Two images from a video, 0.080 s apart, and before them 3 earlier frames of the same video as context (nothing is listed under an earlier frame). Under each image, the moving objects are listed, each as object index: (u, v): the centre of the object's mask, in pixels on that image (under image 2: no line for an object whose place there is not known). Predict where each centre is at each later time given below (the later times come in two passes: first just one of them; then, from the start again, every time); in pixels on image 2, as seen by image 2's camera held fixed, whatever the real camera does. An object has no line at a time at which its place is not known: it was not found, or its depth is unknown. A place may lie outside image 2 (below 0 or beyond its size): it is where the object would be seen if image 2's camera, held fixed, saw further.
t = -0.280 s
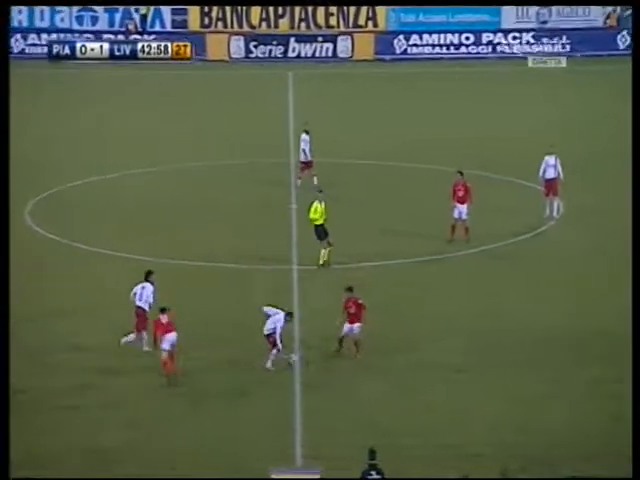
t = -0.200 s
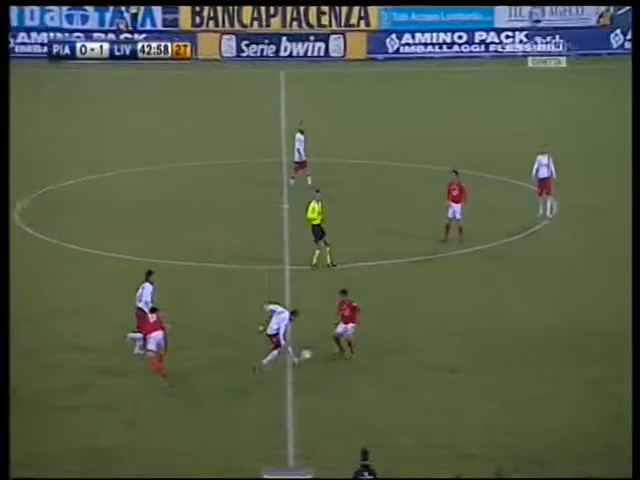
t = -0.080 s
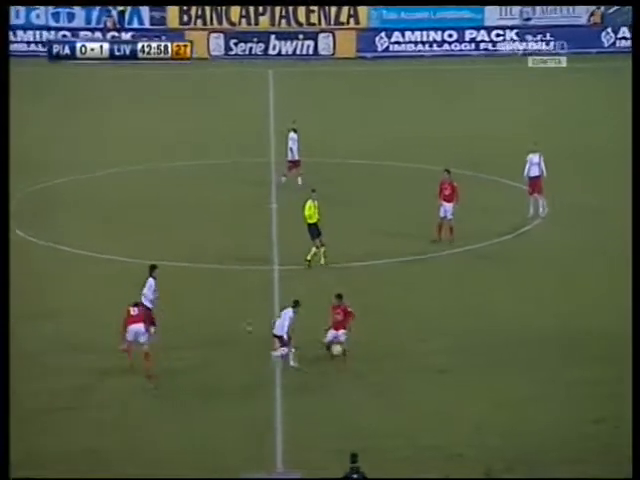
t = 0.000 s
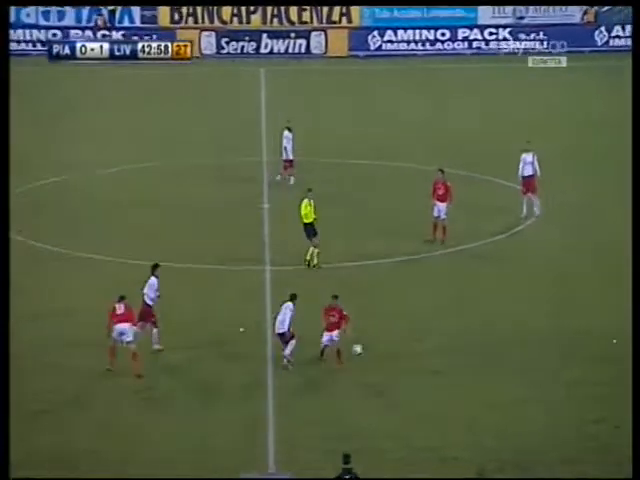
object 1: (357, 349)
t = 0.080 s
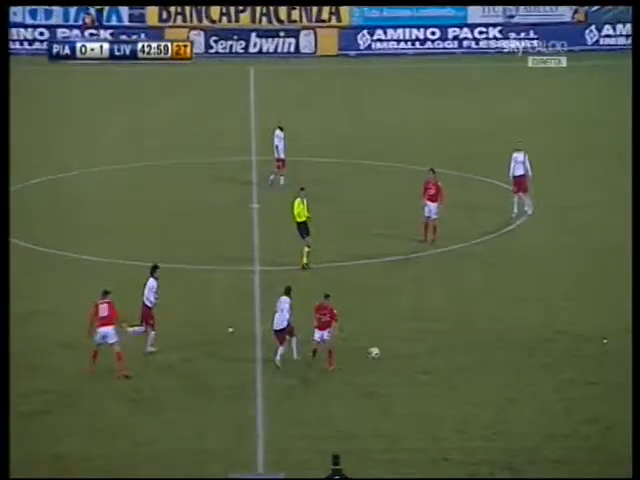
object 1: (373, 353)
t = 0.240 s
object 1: (428, 366)
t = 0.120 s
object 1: (388, 354)
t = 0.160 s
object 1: (402, 357)
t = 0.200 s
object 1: (415, 361)
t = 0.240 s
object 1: (428, 366)
